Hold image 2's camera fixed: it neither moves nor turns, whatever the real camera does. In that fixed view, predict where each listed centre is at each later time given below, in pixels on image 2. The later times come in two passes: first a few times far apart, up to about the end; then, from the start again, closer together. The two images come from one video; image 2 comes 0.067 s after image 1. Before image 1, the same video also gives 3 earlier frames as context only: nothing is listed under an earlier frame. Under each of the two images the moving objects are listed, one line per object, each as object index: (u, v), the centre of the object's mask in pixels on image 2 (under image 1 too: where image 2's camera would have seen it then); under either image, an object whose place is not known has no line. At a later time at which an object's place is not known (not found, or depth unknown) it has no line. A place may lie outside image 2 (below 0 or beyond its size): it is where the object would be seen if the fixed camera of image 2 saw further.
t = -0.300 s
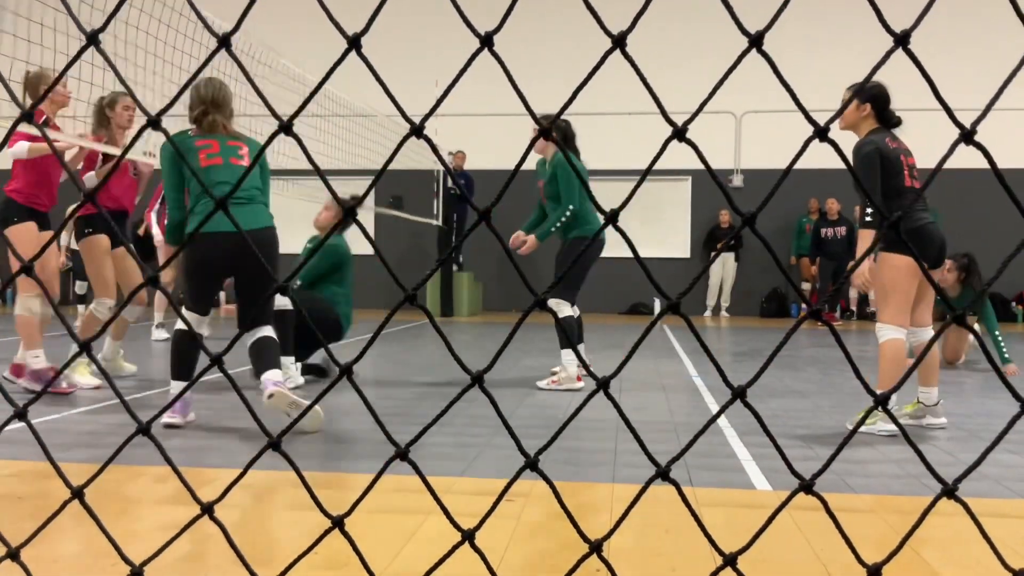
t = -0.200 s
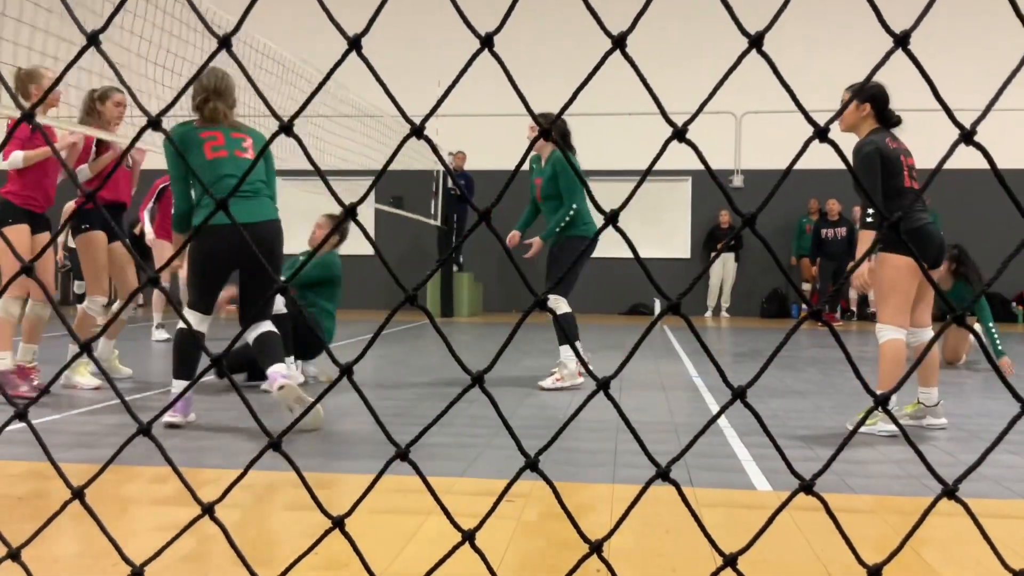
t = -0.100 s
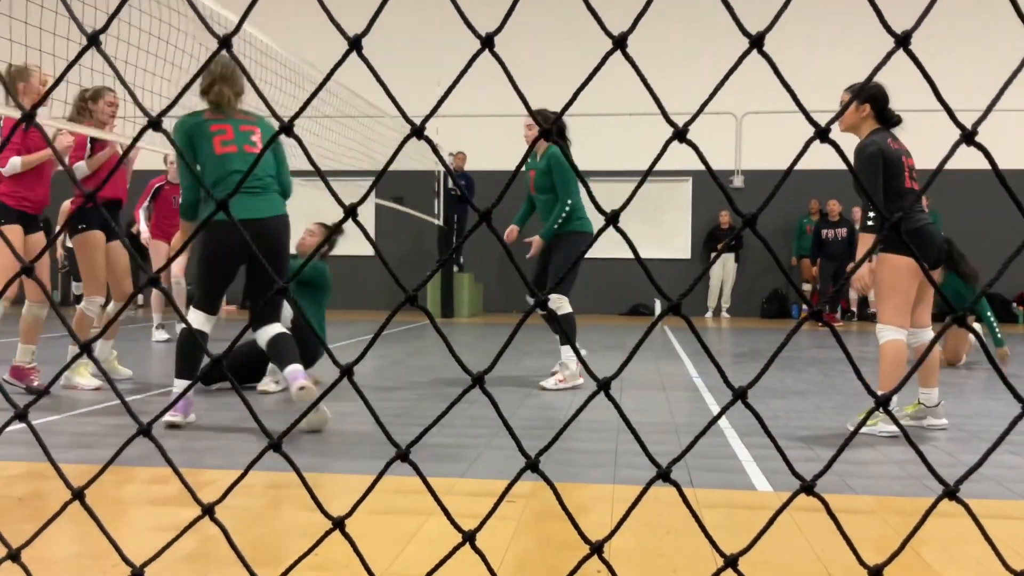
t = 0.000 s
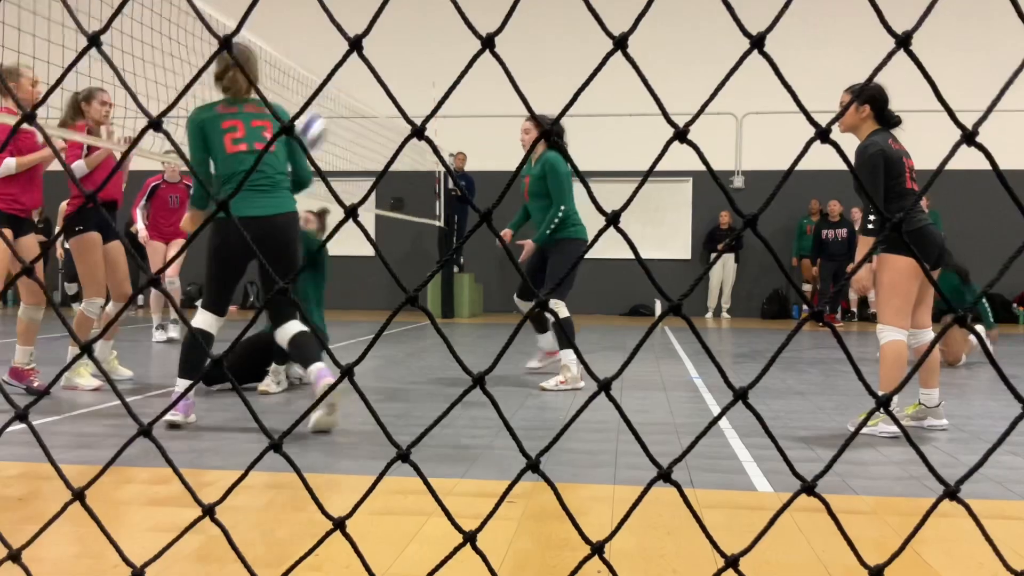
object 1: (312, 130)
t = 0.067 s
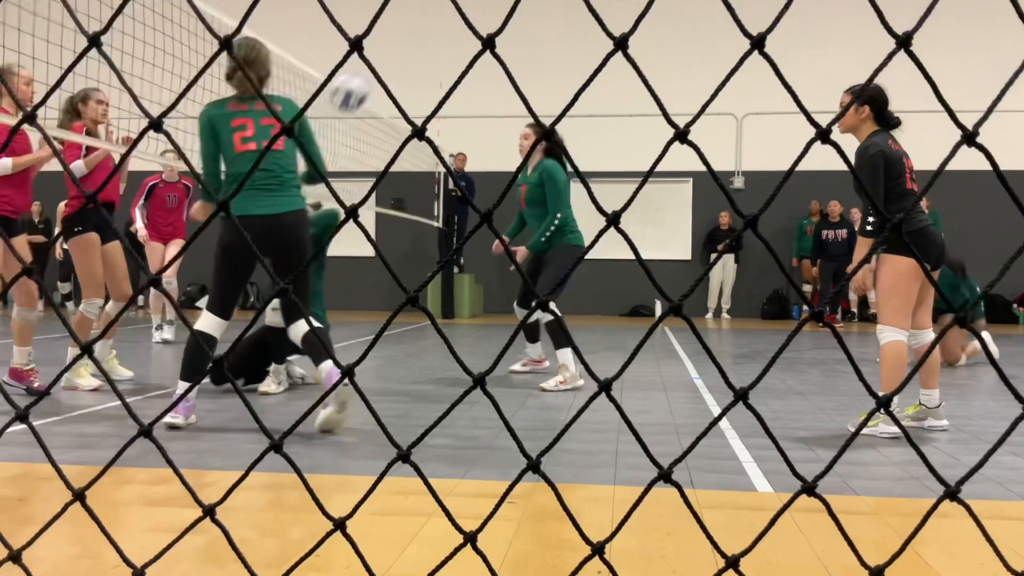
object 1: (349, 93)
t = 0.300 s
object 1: (488, 14)
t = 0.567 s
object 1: (646, 48)
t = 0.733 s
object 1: (736, 128)
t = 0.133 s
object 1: (391, 61)
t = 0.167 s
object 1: (410, 48)
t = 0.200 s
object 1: (429, 36)
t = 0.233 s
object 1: (448, 29)
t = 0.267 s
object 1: (471, 21)
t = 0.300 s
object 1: (488, 14)
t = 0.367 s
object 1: (531, 14)
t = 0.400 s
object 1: (549, 14)
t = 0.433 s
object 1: (568, 15)
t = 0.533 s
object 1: (628, 31)
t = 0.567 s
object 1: (646, 48)
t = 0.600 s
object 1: (662, 58)
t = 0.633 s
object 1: (681, 72)
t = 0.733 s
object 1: (736, 128)
